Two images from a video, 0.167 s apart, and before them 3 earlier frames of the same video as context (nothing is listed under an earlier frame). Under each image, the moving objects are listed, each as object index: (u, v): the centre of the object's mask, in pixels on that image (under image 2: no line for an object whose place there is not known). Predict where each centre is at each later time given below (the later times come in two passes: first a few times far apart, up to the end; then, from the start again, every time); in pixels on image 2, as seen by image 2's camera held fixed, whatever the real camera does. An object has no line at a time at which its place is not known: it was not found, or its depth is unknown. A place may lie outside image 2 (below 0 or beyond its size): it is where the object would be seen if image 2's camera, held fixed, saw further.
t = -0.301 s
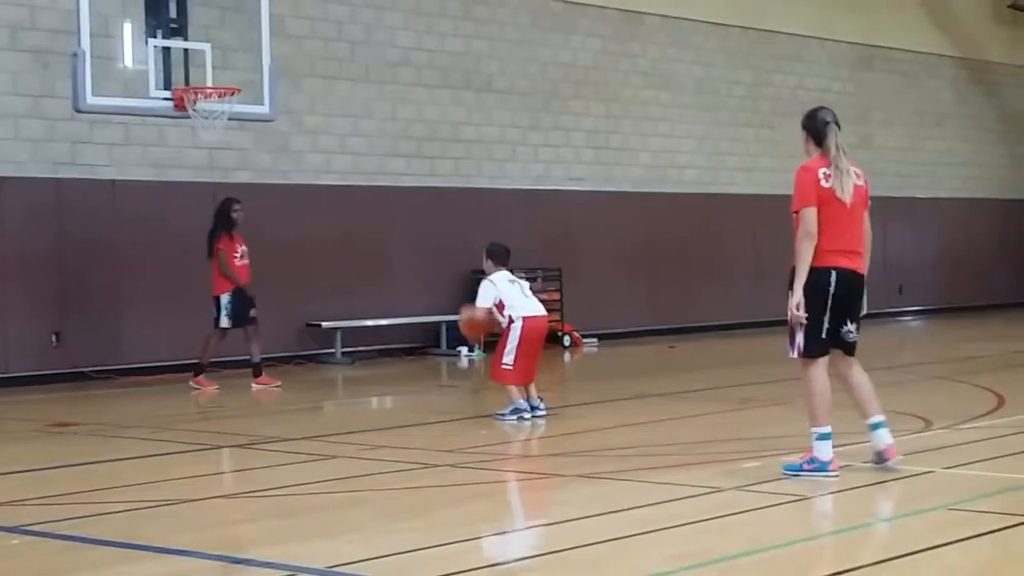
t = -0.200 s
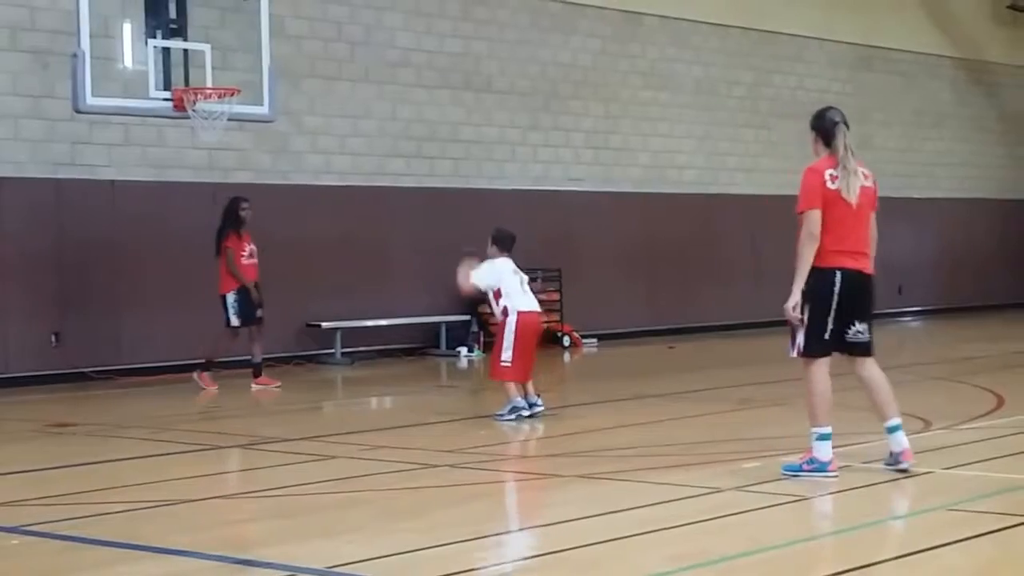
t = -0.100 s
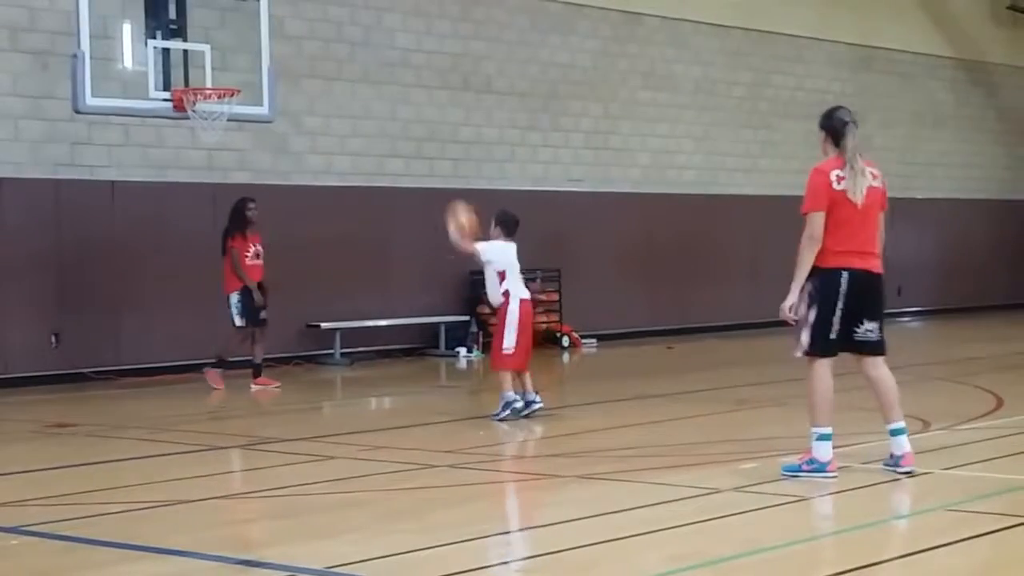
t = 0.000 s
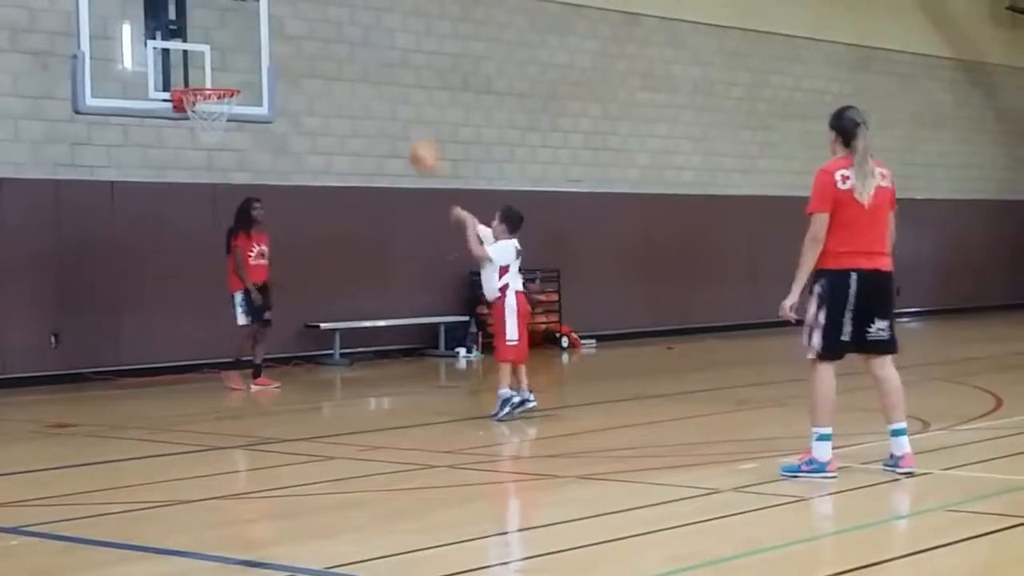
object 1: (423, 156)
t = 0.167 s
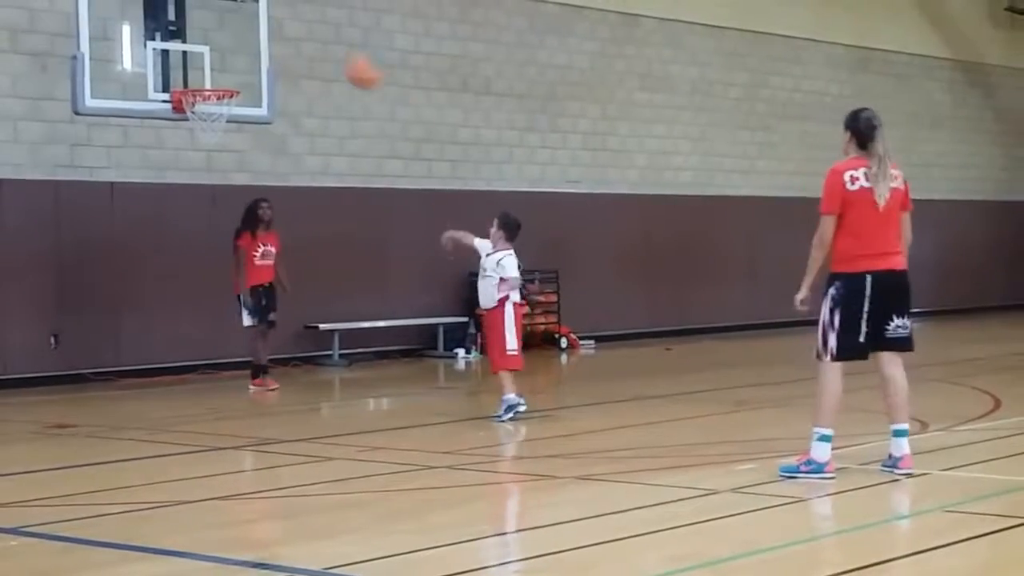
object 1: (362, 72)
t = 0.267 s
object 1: (324, 43)
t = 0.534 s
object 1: (242, 27)
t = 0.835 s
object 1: (194, 62)
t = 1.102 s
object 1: (235, 52)
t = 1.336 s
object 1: (275, 122)
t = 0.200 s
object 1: (350, 61)
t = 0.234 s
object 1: (337, 51)
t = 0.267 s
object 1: (324, 43)
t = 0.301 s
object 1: (316, 35)
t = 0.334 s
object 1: (305, 29)
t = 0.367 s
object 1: (293, 27)
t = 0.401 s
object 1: (283, 23)
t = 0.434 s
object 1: (274, 23)
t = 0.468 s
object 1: (263, 23)
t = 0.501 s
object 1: (250, 24)
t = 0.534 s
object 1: (242, 27)
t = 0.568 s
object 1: (231, 31)
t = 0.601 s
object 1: (220, 37)
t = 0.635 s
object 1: (213, 45)
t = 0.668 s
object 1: (202, 54)
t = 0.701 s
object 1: (193, 64)
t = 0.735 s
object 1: (184, 75)
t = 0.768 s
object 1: (183, 76)
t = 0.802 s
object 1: (188, 68)
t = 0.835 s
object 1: (194, 62)
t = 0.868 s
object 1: (199, 55)
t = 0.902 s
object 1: (203, 51)
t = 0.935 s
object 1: (208, 47)
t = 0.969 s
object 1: (214, 45)
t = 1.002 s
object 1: (218, 45)
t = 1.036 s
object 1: (223, 46)
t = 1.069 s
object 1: (229, 48)
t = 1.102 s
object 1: (235, 52)
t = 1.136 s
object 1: (241, 57)
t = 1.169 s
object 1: (246, 64)
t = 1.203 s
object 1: (251, 72)
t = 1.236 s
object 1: (257, 82)
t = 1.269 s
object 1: (263, 94)
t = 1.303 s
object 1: (270, 107)
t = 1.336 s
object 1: (275, 122)
